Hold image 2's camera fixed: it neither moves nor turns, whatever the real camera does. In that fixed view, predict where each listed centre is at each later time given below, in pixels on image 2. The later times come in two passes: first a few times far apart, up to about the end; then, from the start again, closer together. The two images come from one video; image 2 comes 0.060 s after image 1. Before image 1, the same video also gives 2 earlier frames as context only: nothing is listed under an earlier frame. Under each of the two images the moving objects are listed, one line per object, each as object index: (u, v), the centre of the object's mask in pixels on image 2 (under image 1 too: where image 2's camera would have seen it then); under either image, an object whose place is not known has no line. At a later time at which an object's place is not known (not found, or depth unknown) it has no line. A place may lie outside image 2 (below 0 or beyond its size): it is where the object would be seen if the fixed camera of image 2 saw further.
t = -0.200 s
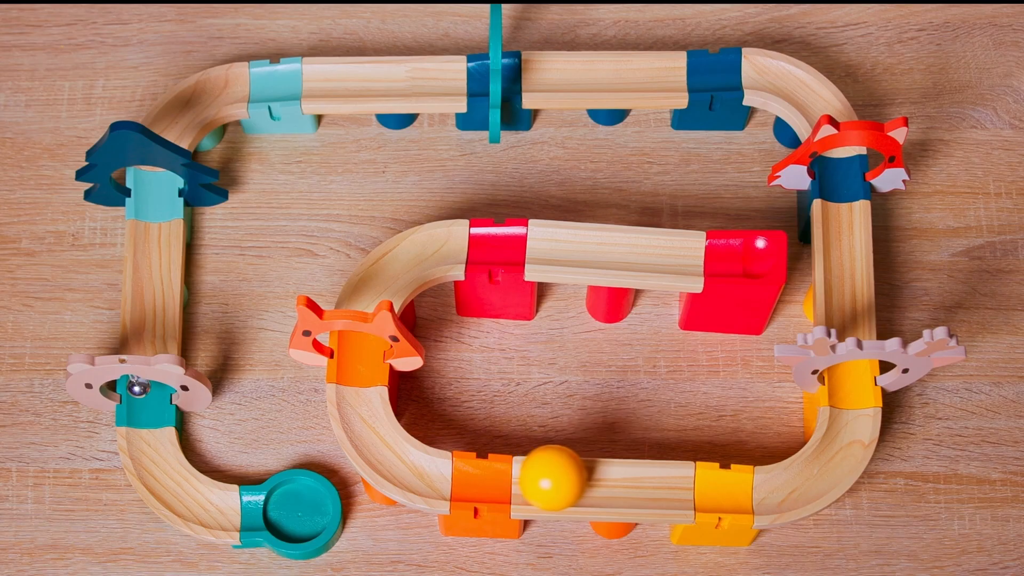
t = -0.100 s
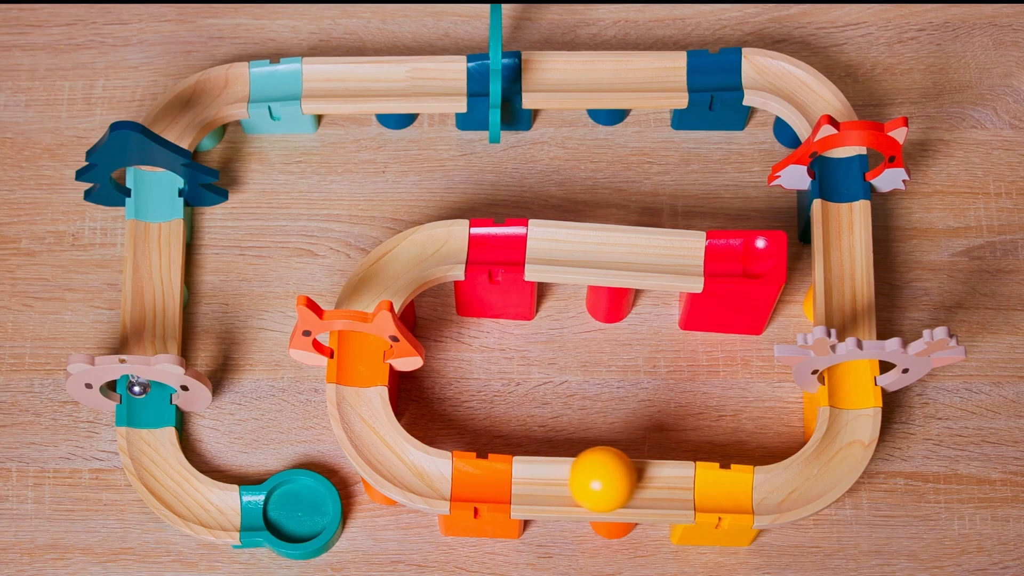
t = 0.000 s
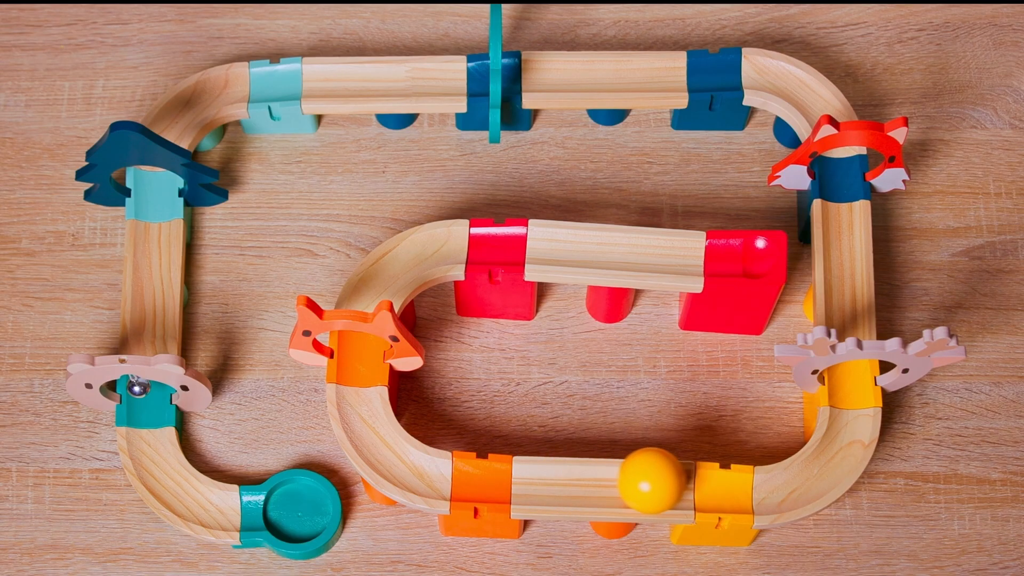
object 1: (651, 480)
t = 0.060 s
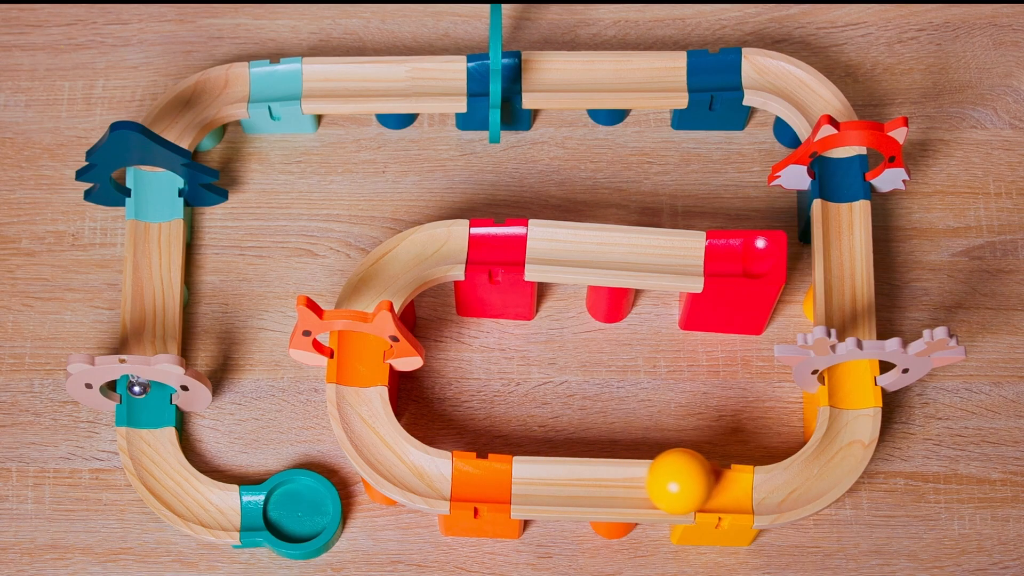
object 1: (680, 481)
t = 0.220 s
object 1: (758, 486)
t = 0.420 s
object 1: (843, 445)
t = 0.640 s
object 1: (854, 371)
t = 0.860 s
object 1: (849, 245)
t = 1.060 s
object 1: (845, 167)
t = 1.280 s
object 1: (795, 70)
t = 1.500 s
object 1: (682, 61)
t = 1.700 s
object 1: (571, 61)
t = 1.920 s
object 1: (449, 66)
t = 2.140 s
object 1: (327, 67)
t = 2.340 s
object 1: (218, 75)
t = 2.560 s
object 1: (146, 175)
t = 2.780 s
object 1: (146, 265)
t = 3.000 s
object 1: (140, 349)
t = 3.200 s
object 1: (156, 468)
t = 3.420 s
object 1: (250, 504)
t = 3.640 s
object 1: (297, 506)
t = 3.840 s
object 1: (301, 507)
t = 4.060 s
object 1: (300, 503)
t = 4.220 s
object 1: (301, 504)
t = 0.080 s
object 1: (689, 481)
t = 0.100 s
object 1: (698, 482)
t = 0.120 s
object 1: (707, 483)
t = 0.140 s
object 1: (717, 484)
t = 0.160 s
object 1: (726, 484)
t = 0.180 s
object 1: (736, 485)
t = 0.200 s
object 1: (747, 485)
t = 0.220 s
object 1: (758, 486)
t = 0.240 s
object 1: (769, 487)
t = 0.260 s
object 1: (779, 486)
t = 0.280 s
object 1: (788, 484)
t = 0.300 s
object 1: (798, 480)
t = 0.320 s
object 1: (808, 476)
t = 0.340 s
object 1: (816, 471)
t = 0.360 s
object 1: (824, 465)
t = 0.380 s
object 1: (832, 459)
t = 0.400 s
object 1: (838, 452)
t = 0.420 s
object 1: (843, 445)
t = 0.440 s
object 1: (847, 438)
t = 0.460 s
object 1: (852, 429)
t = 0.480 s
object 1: (855, 421)
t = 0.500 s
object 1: (857, 413)
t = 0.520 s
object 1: (858, 404)
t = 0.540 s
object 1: (857, 394)
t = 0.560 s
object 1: (857, 389)
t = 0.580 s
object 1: (857, 383)
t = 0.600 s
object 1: (856, 379)
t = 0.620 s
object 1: (856, 365)
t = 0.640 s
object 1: (854, 371)
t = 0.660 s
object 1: (857, 324)
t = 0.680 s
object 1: (856, 319)
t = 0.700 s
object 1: (854, 314)
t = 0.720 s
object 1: (852, 308)
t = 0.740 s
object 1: (851, 300)
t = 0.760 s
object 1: (851, 292)
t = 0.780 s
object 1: (851, 282)
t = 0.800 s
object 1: (850, 273)
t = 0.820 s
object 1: (850, 263)
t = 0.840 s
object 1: (850, 254)
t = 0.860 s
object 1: (849, 245)
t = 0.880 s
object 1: (849, 236)
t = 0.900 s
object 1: (849, 227)
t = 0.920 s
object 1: (848, 218)
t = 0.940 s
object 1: (848, 209)
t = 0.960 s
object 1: (848, 200)
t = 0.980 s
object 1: (847, 191)
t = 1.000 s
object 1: (847, 183)
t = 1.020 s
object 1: (846, 176)
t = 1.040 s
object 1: (845, 172)
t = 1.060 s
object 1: (845, 167)
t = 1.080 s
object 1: (845, 163)
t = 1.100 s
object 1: (844, 159)
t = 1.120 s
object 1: (845, 110)
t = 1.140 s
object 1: (841, 107)
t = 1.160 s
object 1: (836, 102)
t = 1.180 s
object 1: (832, 98)
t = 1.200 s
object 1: (826, 93)
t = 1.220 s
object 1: (819, 87)
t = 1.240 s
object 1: (812, 81)
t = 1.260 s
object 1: (804, 75)
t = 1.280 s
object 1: (795, 70)
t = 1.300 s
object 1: (786, 66)
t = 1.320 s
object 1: (776, 63)
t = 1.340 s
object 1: (767, 60)
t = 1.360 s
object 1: (757, 59)
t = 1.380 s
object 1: (747, 58)
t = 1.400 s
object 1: (737, 59)
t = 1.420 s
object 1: (726, 60)
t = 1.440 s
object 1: (716, 60)
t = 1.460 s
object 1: (705, 61)
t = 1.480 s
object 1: (693, 61)
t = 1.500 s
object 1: (682, 61)
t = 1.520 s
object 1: (670, 61)
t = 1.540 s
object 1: (658, 61)
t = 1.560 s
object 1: (647, 61)
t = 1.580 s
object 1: (636, 61)
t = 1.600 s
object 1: (625, 61)
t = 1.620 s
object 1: (615, 62)
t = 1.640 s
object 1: (604, 62)
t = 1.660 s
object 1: (593, 61)
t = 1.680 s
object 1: (582, 61)
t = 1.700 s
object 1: (571, 61)
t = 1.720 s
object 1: (560, 61)
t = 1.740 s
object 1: (550, 61)
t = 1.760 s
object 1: (540, 61)
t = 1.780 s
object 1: (530, 61)
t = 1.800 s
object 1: (524, 61)
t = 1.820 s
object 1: (509, 64)
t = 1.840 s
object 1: (491, 67)
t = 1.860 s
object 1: (480, 65)
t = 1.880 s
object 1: (467, 66)
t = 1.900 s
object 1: (460, 65)
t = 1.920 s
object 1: (449, 66)
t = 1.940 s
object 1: (437, 66)
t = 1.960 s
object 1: (426, 66)
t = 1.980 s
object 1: (415, 66)
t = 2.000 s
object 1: (404, 66)
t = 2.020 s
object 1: (393, 66)
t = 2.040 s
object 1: (382, 66)
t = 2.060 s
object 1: (371, 66)
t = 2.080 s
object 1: (360, 67)
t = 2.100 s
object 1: (349, 67)
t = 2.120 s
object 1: (338, 67)
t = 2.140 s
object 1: (327, 67)
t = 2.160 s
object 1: (317, 67)
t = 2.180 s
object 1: (306, 67)
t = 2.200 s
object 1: (296, 68)
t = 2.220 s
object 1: (285, 69)
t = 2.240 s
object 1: (274, 70)
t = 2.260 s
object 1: (263, 71)
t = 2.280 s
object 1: (251, 72)
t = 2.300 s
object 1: (239, 70)
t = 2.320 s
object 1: (228, 71)
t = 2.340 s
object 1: (218, 75)
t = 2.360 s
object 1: (207, 79)
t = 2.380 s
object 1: (198, 84)
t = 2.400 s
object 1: (188, 90)
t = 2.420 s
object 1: (181, 95)
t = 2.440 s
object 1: (172, 104)
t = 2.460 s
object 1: (167, 109)
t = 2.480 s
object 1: (163, 113)
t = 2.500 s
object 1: (161, 118)
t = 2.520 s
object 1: (159, 122)
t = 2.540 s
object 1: (159, 126)
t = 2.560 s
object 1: (146, 175)
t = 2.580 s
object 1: (146, 179)
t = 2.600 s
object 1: (148, 184)
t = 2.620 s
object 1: (148, 189)
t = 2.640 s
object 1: (149, 195)
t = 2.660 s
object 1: (149, 205)
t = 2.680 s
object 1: (148, 215)
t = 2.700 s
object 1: (148, 225)
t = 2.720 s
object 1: (148, 235)
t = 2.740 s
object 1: (147, 245)
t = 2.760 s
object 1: (146, 255)
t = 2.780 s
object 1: (146, 265)
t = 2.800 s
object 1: (145, 275)
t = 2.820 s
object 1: (145, 284)
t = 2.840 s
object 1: (144, 294)
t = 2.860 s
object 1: (143, 304)
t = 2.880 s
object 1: (143, 312)
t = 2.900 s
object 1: (142, 321)
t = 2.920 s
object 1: (143, 330)
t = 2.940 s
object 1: (142, 335)
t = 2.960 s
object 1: (141, 340)
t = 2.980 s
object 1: (141, 344)
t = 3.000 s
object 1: (140, 349)
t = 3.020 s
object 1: (141, 392)
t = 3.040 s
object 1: (143, 397)
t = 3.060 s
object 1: (144, 407)
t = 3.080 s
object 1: (141, 416)
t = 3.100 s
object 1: (141, 427)
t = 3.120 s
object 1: (142, 435)
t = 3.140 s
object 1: (144, 443)
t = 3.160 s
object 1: (147, 452)
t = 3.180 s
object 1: (152, 460)
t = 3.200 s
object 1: (156, 468)
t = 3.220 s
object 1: (163, 475)
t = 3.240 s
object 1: (169, 482)
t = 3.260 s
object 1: (177, 488)
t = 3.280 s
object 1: (185, 493)
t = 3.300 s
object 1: (194, 496)
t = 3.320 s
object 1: (203, 500)
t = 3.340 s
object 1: (212, 502)
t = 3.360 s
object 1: (222, 503)
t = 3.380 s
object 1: (231, 504)
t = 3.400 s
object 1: (240, 504)
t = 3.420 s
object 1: (250, 504)
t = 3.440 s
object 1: (258, 504)
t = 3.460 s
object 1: (267, 504)
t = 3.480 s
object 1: (277, 504)
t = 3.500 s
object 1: (287, 506)
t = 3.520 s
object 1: (297, 506)
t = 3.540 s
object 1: (301, 505)
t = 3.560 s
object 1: (302, 505)
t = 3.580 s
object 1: (301, 506)
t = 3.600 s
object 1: (299, 505)
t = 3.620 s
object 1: (298, 505)
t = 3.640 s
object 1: (297, 506)
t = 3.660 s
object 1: (297, 506)
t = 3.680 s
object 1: (297, 506)
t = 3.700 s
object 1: (297, 507)
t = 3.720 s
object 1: (297, 507)
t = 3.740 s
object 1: (297, 507)
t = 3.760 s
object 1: (298, 507)
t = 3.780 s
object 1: (299, 507)
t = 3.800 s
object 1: (300, 507)
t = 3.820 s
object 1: (300, 507)
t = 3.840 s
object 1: (301, 507)
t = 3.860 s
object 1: (301, 506)
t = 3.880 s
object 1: (301, 506)
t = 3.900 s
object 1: (301, 505)
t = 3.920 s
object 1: (301, 505)
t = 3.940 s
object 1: (301, 504)
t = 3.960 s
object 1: (301, 503)
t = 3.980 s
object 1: (301, 503)
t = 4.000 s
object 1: (300, 503)
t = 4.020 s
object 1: (300, 503)
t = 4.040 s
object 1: (300, 503)
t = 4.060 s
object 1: (300, 503)
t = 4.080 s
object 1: (300, 503)
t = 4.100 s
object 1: (300, 503)
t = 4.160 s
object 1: (301, 503)
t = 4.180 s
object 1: (301, 503)
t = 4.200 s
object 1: (301, 504)
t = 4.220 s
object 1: (301, 504)
